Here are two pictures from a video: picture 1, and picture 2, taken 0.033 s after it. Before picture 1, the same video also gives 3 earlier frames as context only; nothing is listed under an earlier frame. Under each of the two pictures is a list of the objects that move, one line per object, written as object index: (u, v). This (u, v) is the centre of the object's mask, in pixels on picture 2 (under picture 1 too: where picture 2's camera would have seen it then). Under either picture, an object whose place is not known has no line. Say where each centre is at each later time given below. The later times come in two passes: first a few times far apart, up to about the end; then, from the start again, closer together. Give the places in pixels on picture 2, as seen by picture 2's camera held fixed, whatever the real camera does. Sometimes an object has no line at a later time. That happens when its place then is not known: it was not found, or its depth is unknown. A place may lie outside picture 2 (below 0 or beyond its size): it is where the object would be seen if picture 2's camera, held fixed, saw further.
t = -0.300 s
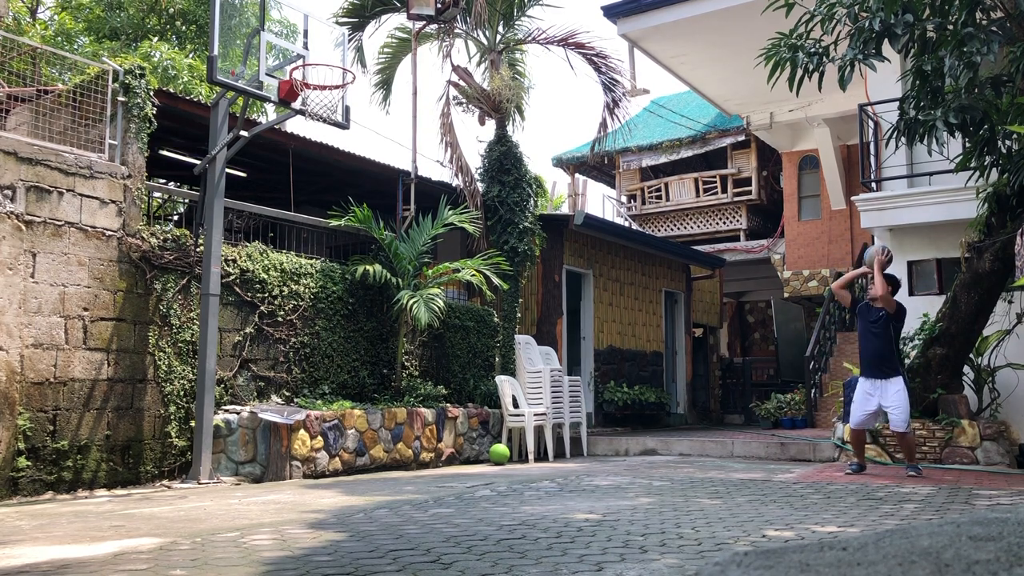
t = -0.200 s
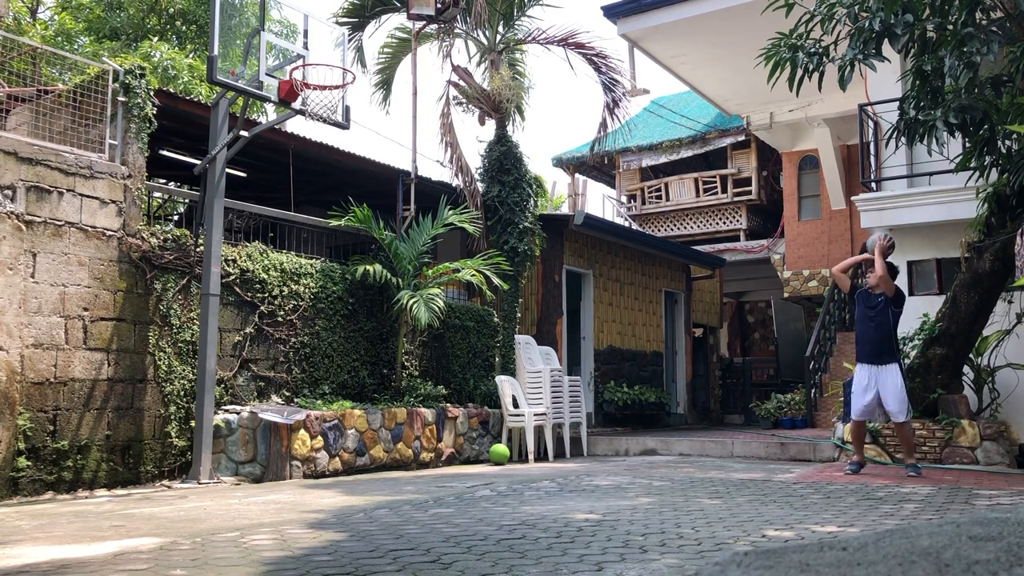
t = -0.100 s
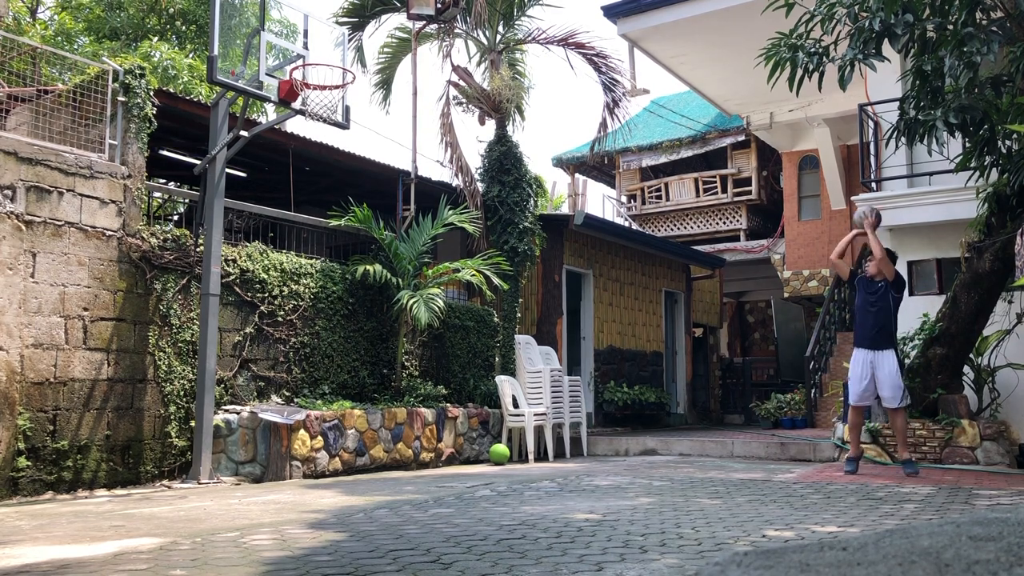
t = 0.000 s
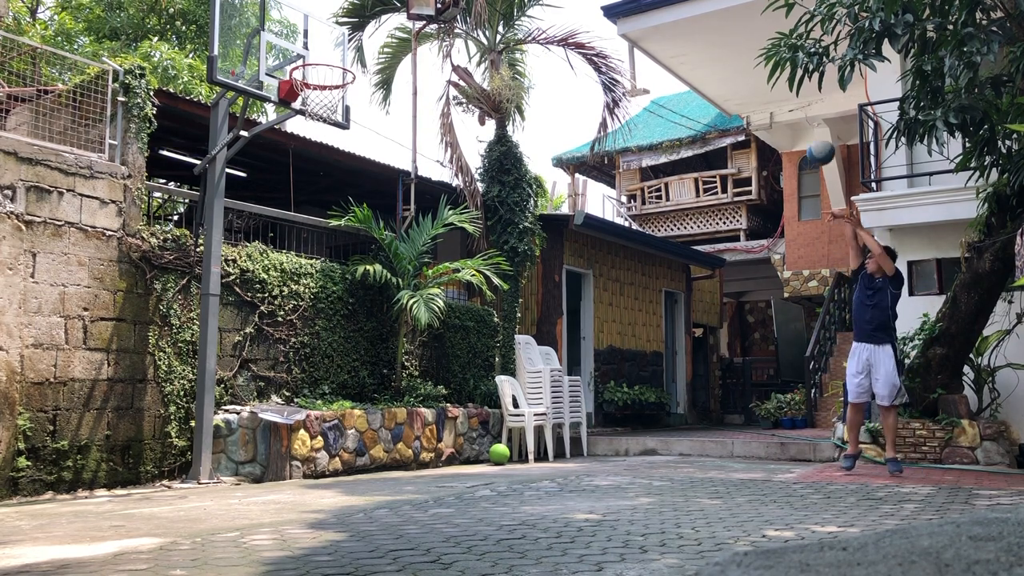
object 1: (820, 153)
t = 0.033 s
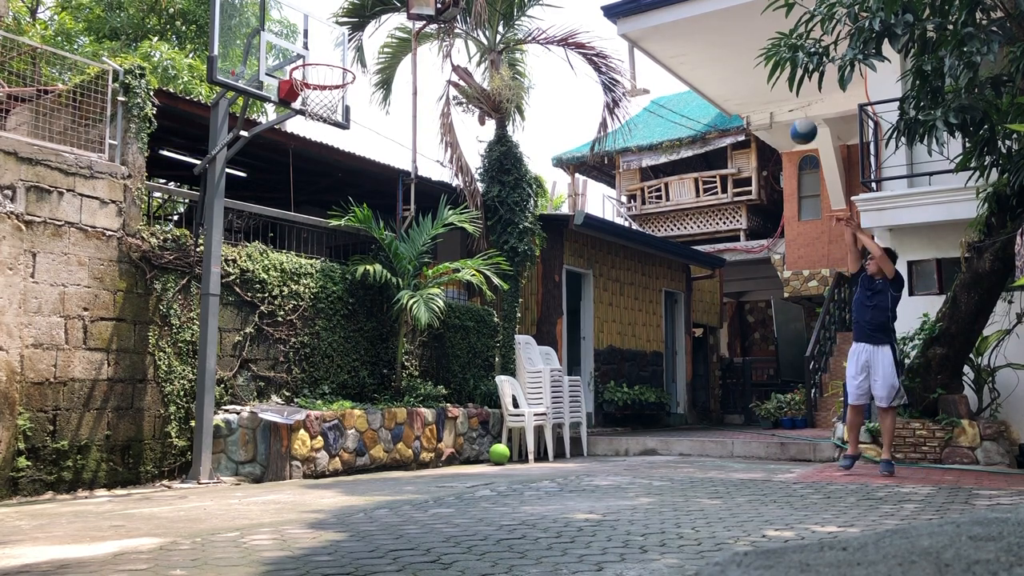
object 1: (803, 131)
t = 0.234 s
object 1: (699, 33)
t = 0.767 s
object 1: (421, 4)
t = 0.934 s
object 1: (327, 53)
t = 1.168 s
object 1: (352, 168)
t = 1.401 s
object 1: (408, 341)
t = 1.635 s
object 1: (468, 412)
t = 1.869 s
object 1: (530, 322)
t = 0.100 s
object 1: (768, 94)
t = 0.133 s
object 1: (751, 77)
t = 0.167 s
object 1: (734, 61)
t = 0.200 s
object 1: (716, 46)
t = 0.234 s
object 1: (699, 33)
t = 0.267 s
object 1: (683, 22)
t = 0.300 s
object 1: (665, 11)
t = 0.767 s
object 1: (421, 4)
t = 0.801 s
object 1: (402, 6)
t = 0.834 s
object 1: (384, 14)
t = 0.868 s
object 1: (365, 25)
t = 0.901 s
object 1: (347, 39)
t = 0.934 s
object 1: (327, 53)
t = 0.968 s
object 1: (308, 71)
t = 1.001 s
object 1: (305, 85)
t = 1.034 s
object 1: (317, 103)
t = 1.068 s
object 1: (326, 119)
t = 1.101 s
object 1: (336, 132)
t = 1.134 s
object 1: (344, 151)
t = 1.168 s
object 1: (352, 168)
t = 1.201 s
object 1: (360, 189)
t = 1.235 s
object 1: (369, 209)
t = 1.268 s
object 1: (377, 233)
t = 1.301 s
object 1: (385, 257)
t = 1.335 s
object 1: (393, 283)
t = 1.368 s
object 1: (400, 311)
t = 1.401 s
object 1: (408, 341)
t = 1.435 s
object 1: (416, 370)
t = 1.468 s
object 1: (423, 402)
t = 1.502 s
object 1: (431, 436)
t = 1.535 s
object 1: (439, 471)
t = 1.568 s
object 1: (448, 454)
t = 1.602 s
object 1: (459, 433)
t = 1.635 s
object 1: (468, 412)
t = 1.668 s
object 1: (477, 396)
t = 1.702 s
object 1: (486, 380)
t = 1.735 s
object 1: (495, 365)
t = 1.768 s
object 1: (504, 352)
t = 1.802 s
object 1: (513, 340)
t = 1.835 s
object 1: (522, 330)
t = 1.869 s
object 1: (530, 322)
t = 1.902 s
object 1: (538, 314)
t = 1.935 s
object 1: (547, 309)
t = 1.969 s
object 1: (555, 305)
